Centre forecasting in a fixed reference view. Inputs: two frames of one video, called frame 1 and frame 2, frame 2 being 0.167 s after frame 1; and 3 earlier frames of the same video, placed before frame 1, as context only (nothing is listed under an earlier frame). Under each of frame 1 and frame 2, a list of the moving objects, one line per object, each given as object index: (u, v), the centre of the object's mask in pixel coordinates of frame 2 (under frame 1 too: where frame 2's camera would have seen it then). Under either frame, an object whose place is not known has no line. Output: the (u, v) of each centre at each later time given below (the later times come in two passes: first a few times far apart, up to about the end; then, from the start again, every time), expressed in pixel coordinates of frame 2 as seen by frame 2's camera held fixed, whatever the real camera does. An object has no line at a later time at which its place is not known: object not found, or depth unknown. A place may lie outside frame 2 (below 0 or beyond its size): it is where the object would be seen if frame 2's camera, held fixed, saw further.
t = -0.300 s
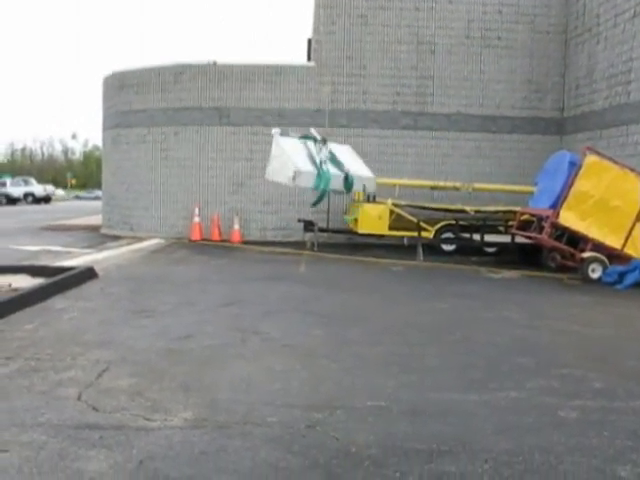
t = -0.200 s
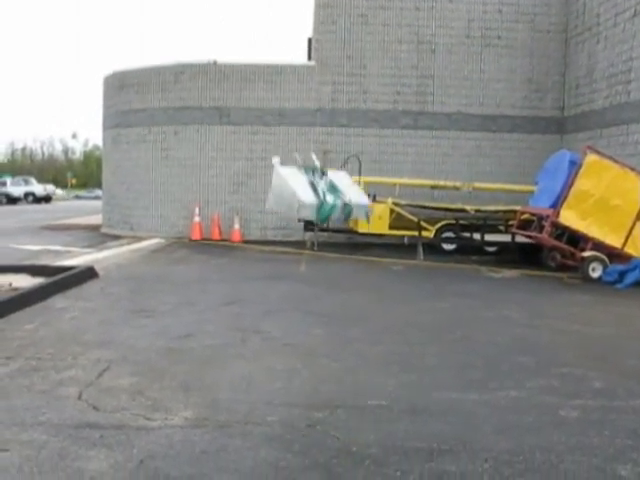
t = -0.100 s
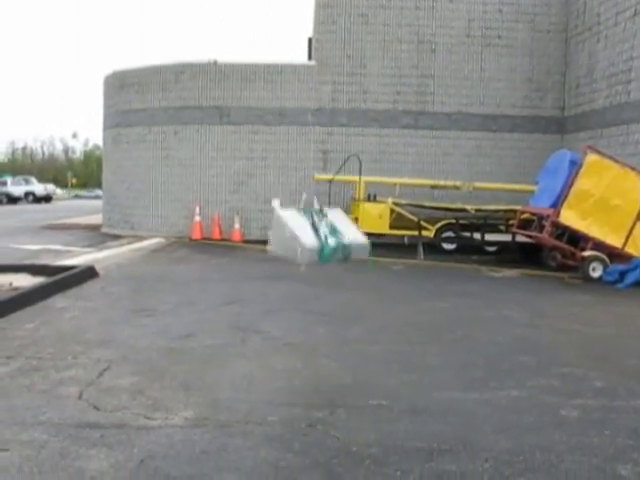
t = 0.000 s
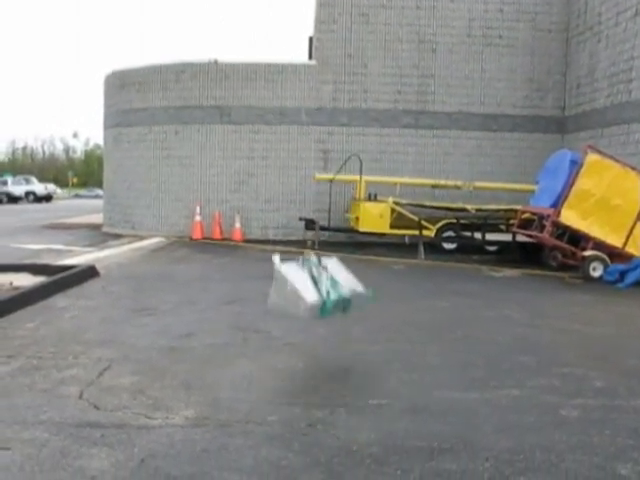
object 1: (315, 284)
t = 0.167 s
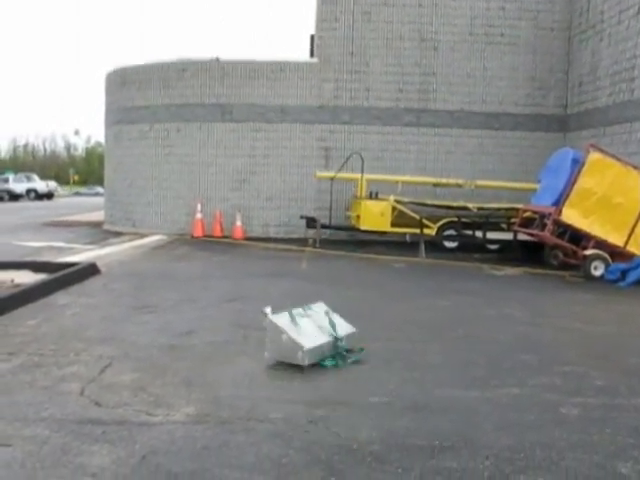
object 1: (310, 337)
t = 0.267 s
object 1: (304, 339)
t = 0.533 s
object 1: (299, 339)
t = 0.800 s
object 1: (299, 339)
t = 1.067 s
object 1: (299, 338)
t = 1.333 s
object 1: (299, 339)
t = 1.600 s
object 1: (298, 339)
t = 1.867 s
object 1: (295, 341)
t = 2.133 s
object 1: (296, 339)
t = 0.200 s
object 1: (308, 337)
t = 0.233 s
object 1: (305, 337)
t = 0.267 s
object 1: (304, 339)
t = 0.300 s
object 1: (303, 339)
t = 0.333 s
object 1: (303, 339)
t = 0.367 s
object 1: (301, 339)
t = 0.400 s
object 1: (301, 340)
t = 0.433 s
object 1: (301, 340)
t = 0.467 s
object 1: (301, 339)
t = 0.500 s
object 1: (299, 339)
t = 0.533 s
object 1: (299, 339)
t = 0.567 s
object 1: (299, 339)
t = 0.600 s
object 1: (299, 339)
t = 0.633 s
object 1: (299, 339)
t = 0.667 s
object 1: (299, 339)
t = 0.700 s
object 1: (299, 339)
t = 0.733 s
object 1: (299, 339)
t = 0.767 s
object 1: (299, 339)
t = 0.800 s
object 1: (299, 339)
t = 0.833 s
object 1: (299, 339)
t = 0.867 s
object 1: (299, 339)
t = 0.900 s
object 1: (299, 339)
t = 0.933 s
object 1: (299, 339)
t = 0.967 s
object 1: (299, 339)
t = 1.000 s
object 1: (299, 339)
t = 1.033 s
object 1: (299, 339)
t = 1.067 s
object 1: (299, 338)
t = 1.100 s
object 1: (299, 338)
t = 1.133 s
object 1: (299, 338)
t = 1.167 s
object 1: (299, 338)
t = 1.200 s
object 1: (299, 338)
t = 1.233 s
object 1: (299, 338)
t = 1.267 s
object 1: (299, 338)
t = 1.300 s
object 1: (298, 338)
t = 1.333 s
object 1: (299, 339)
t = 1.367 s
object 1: (298, 338)
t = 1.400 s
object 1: (298, 338)
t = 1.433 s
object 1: (298, 338)
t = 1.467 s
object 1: (298, 338)
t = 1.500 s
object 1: (298, 338)
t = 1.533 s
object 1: (298, 339)
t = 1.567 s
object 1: (298, 339)
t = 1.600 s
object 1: (298, 339)
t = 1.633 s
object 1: (297, 339)
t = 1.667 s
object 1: (298, 340)
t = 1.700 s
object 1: (297, 340)
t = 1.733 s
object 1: (297, 340)
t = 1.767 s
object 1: (296, 340)
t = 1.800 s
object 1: (296, 340)
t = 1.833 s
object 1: (295, 340)
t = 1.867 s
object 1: (295, 341)
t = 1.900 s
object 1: (295, 340)
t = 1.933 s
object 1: (295, 341)
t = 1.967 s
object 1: (295, 340)
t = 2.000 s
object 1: (294, 340)
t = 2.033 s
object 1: (295, 340)
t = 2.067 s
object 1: (296, 340)
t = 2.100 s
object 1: (296, 339)
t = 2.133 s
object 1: (296, 339)
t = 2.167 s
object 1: (296, 339)
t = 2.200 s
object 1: (296, 339)
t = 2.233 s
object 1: (296, 339)
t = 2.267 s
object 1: (296, 338)
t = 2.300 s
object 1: (296, 338)
